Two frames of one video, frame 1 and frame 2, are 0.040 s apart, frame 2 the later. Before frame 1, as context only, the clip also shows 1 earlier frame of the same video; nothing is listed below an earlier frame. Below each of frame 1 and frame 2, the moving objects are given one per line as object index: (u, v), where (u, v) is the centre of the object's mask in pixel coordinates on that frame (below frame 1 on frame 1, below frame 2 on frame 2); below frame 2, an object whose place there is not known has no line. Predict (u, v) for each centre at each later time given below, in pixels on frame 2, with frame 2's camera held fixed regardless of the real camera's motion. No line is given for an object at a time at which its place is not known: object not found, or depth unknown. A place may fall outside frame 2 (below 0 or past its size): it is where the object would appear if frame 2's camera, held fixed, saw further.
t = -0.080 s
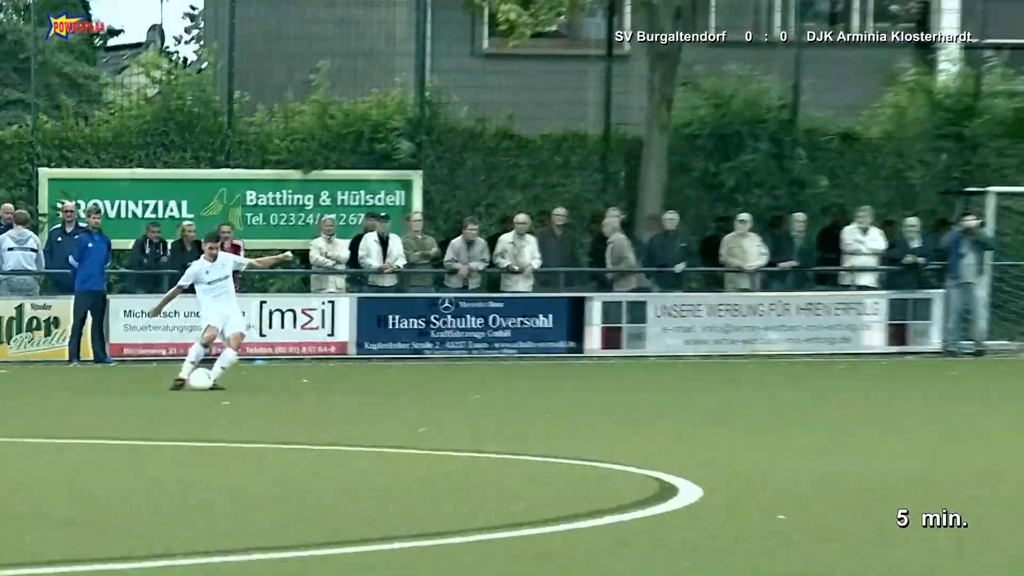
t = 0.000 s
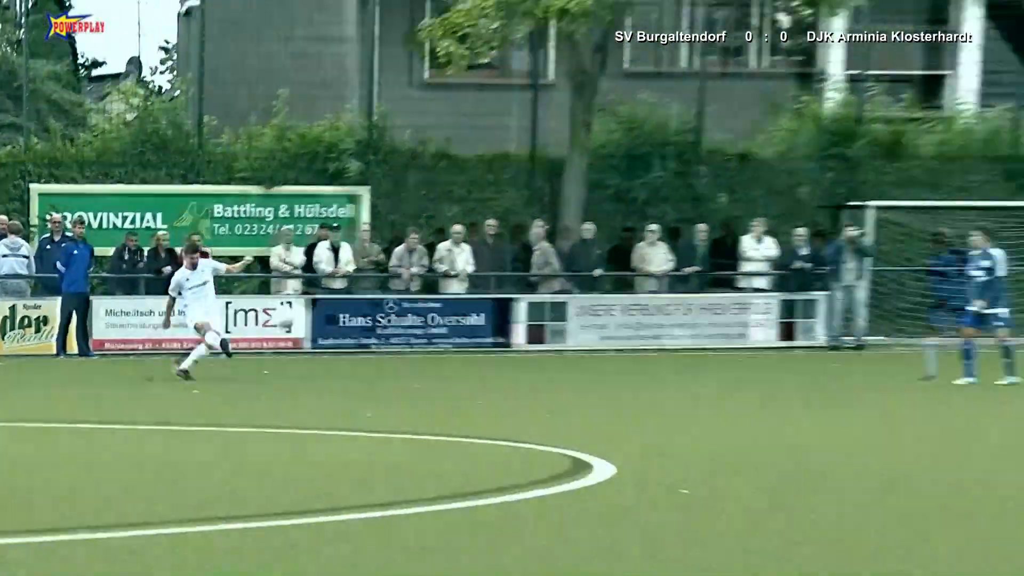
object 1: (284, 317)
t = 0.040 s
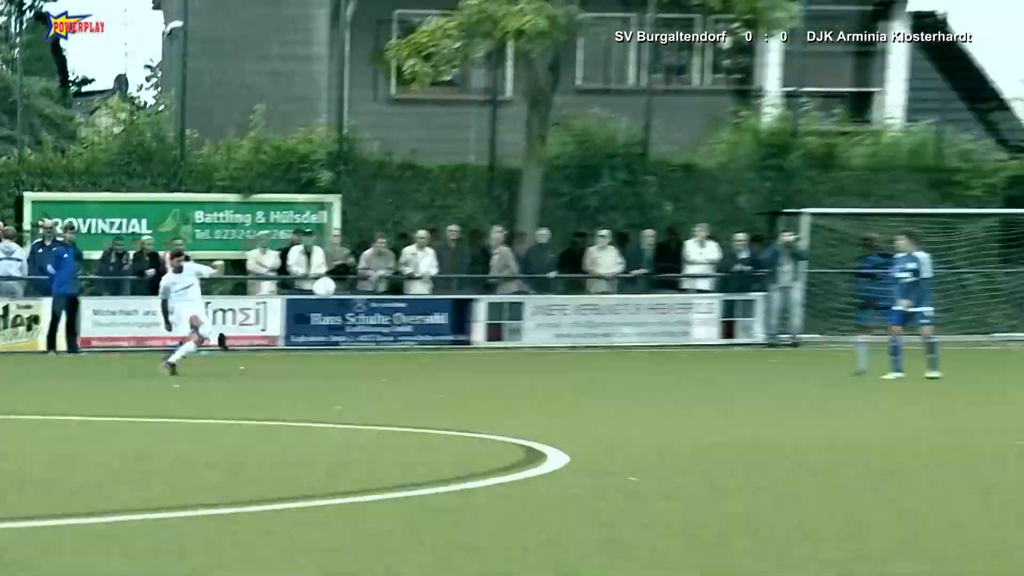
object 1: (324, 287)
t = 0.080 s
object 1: (390, 259)
